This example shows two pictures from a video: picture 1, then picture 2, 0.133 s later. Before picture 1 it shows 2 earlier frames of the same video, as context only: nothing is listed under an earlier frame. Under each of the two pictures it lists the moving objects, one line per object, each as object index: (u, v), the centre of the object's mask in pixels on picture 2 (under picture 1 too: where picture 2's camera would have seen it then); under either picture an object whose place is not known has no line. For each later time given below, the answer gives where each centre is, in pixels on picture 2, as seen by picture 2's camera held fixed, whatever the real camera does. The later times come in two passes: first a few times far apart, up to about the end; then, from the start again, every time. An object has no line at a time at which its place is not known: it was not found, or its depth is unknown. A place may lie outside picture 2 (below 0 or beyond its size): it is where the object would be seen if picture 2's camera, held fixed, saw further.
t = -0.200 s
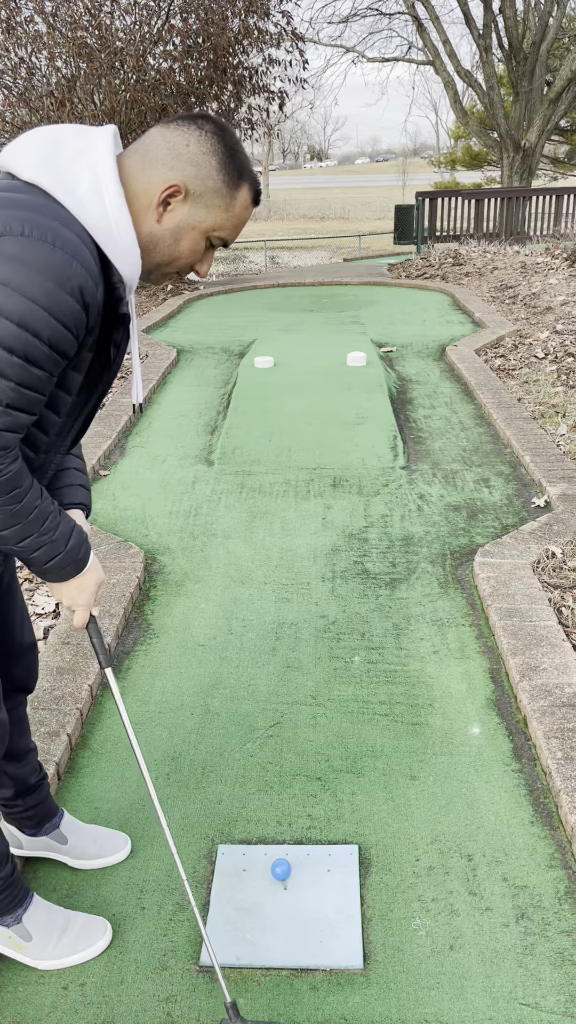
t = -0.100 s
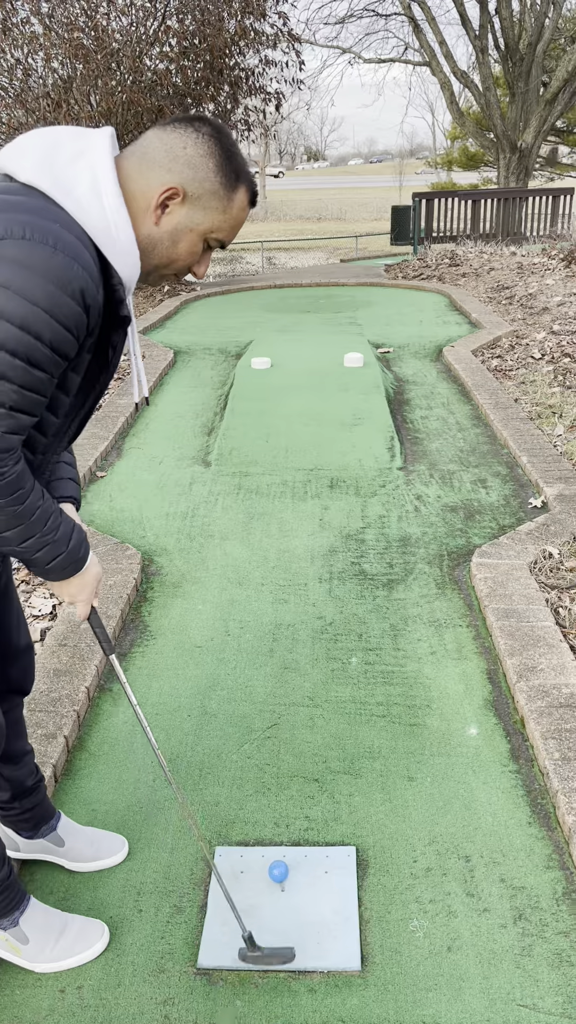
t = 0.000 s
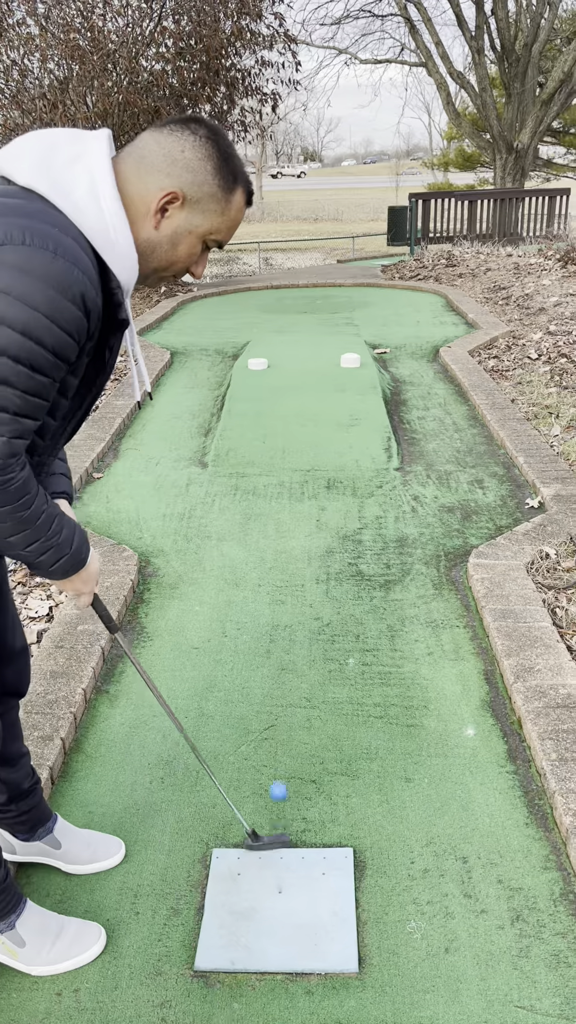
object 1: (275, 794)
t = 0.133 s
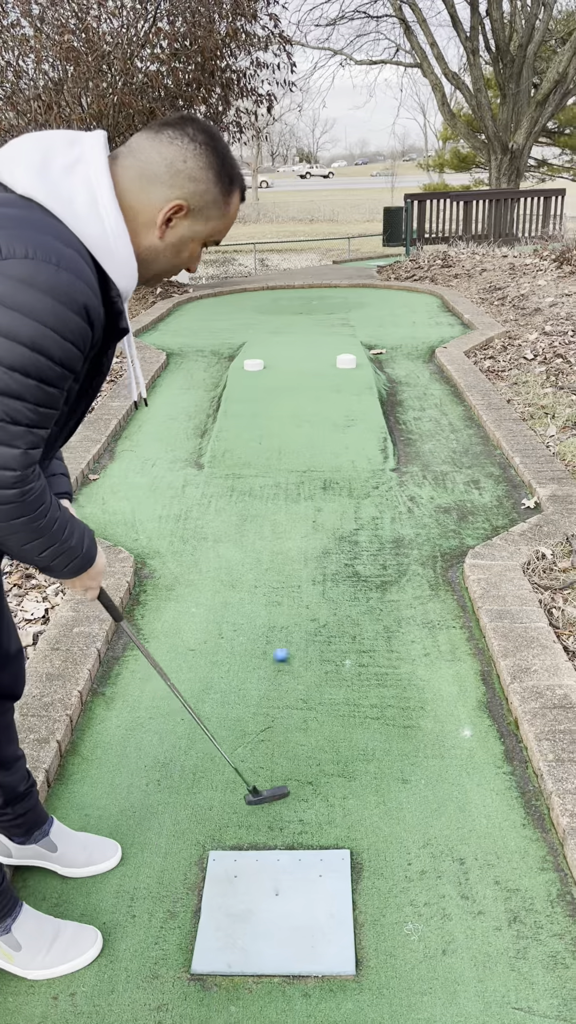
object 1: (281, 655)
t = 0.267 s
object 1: (283, 568)
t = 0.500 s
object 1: (286, 484)
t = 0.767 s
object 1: (287, 420)
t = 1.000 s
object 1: (288, 382)
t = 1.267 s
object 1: (288, 356)
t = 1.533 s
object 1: (289, 343)
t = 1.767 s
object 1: (288, 333)
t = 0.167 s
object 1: (282, 625)
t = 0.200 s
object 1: (283, 601)
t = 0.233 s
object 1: (283, 582)
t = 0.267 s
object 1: (283, 568)
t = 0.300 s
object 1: (284, 554)
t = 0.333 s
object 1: (284, 538)
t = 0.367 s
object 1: (285, 525)
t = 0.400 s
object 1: (285, 516)
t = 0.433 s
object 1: (285, 503)
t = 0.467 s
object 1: (285, 492)
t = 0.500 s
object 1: (286, 484)
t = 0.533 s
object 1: (287, 478)
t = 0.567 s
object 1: (287, 468)
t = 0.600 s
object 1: (287, 461)
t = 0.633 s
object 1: (286, 451)
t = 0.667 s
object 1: (287, 443)
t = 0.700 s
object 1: (287, 436)
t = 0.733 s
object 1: (287, 428)
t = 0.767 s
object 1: (287, 420)
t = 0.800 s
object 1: (287, 416)
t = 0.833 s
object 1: (287, 408)
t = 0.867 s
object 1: (287, 402)
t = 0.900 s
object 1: (287, 399)
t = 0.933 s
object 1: (288, 392)
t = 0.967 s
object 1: (288, 388)
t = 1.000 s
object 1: (288, 382)
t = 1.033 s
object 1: (288, 377)
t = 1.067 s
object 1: (288, 373)
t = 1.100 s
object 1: (288, 369)
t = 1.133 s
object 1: (288, 366)
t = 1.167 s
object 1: (288, 363)
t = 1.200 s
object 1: (288, 361)
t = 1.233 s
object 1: (288, 359)
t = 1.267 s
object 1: (288, 356)
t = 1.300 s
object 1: (289, 354)
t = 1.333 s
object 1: (288, 353)
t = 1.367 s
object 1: (289, 351)
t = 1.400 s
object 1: (289, 349)
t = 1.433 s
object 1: (289, 348)
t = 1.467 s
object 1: (289, 346)
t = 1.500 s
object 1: (289, 344)
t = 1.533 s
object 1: (289, 343)
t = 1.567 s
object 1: (288, 341)
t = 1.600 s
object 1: (288, 340)
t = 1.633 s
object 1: (288, 339)
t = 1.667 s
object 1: (288, 337)
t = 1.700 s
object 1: (288, 336)
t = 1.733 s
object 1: (288, 335)
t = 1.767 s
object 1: (288, 333)
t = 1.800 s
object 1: (288, 332)
